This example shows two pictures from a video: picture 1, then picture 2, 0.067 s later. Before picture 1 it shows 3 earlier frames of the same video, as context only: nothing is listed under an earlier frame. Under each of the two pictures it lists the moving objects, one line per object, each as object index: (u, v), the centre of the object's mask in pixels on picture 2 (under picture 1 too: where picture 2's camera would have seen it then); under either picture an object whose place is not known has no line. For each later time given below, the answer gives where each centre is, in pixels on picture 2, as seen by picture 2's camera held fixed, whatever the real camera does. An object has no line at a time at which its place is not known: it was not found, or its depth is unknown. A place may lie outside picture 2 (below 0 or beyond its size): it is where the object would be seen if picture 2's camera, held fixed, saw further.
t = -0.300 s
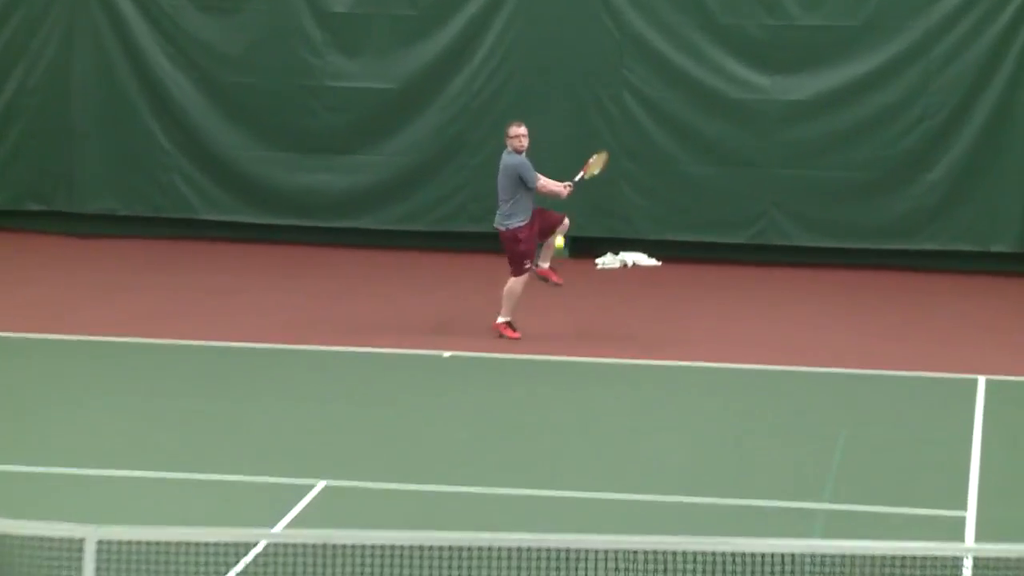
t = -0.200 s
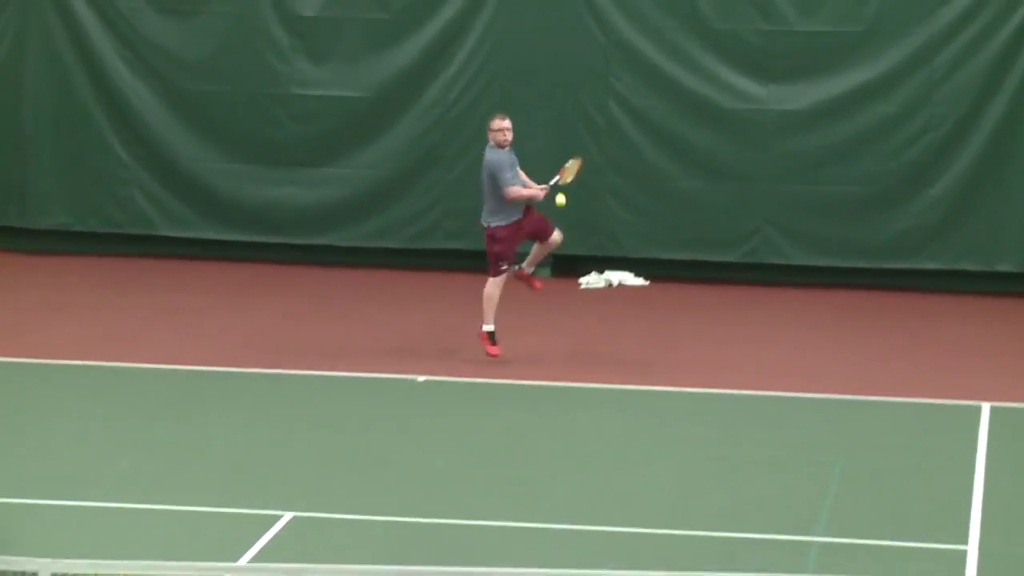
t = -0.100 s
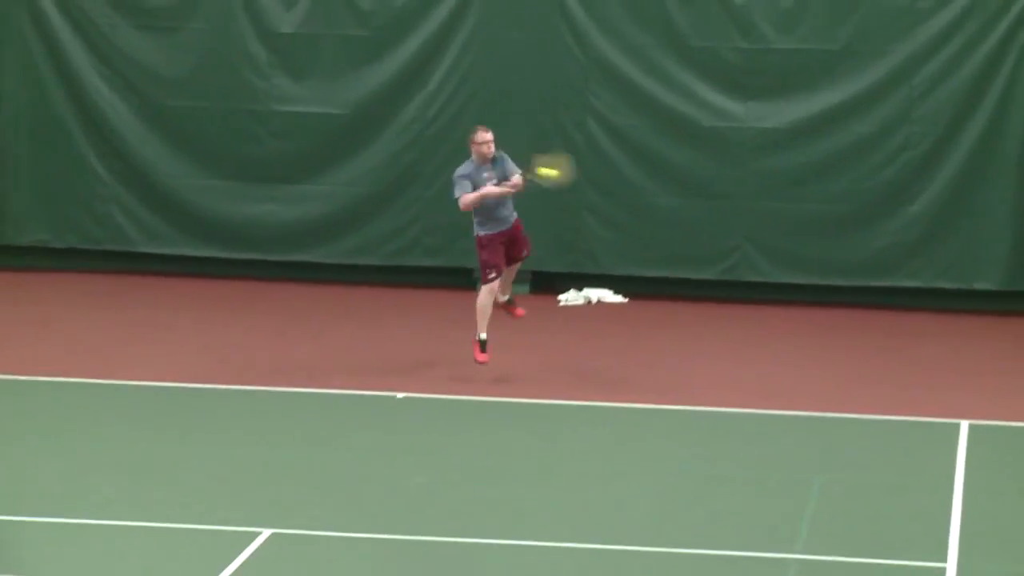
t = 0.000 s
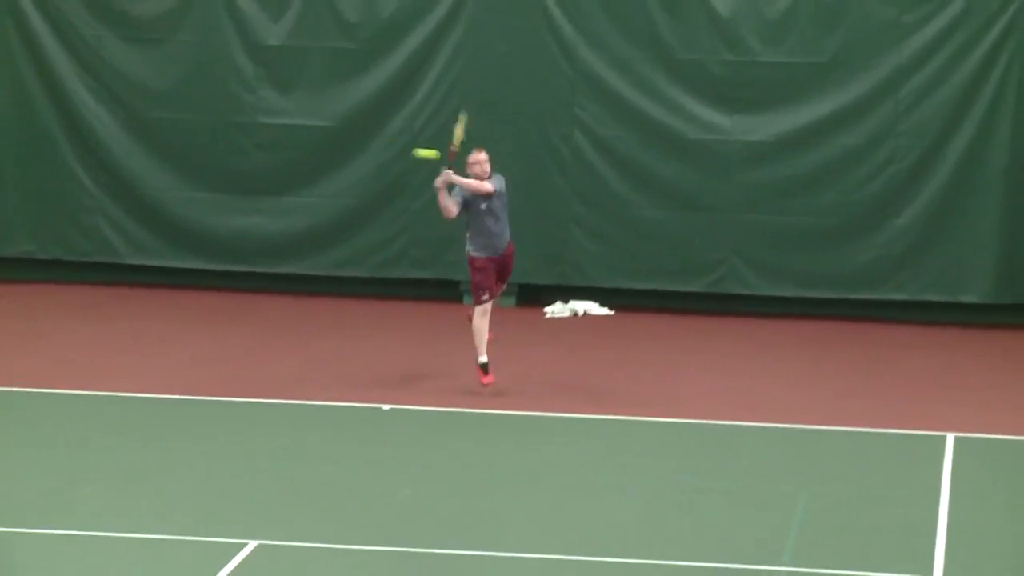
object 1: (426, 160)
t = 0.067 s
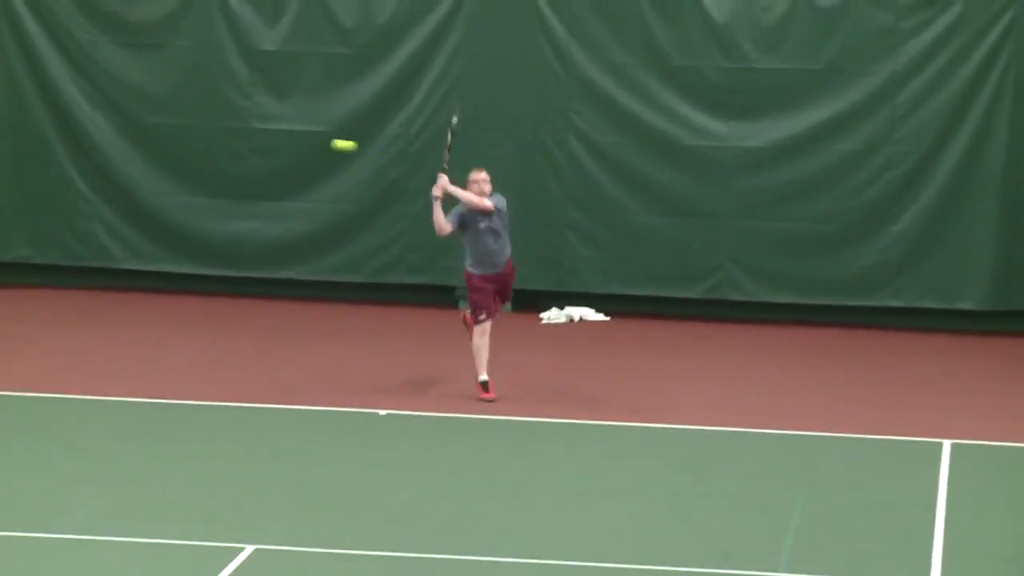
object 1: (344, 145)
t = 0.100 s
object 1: (299, 141)
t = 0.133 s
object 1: (255, 135)
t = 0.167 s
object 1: (217, 134)
